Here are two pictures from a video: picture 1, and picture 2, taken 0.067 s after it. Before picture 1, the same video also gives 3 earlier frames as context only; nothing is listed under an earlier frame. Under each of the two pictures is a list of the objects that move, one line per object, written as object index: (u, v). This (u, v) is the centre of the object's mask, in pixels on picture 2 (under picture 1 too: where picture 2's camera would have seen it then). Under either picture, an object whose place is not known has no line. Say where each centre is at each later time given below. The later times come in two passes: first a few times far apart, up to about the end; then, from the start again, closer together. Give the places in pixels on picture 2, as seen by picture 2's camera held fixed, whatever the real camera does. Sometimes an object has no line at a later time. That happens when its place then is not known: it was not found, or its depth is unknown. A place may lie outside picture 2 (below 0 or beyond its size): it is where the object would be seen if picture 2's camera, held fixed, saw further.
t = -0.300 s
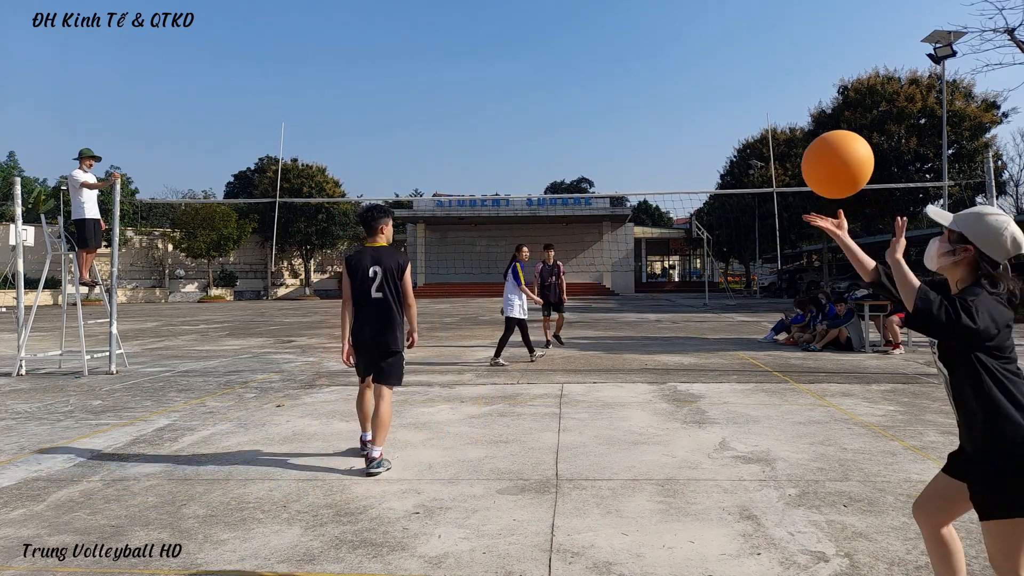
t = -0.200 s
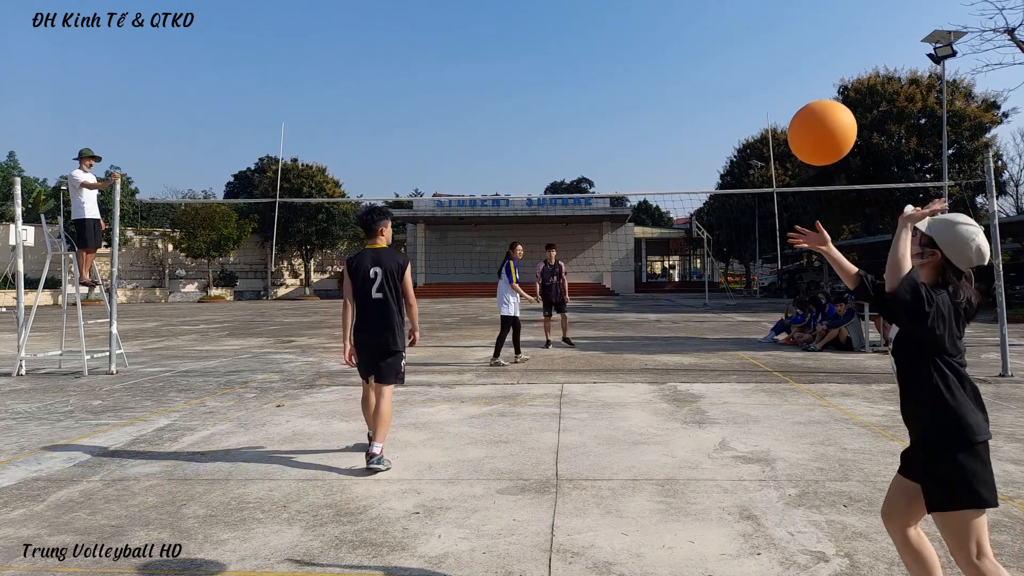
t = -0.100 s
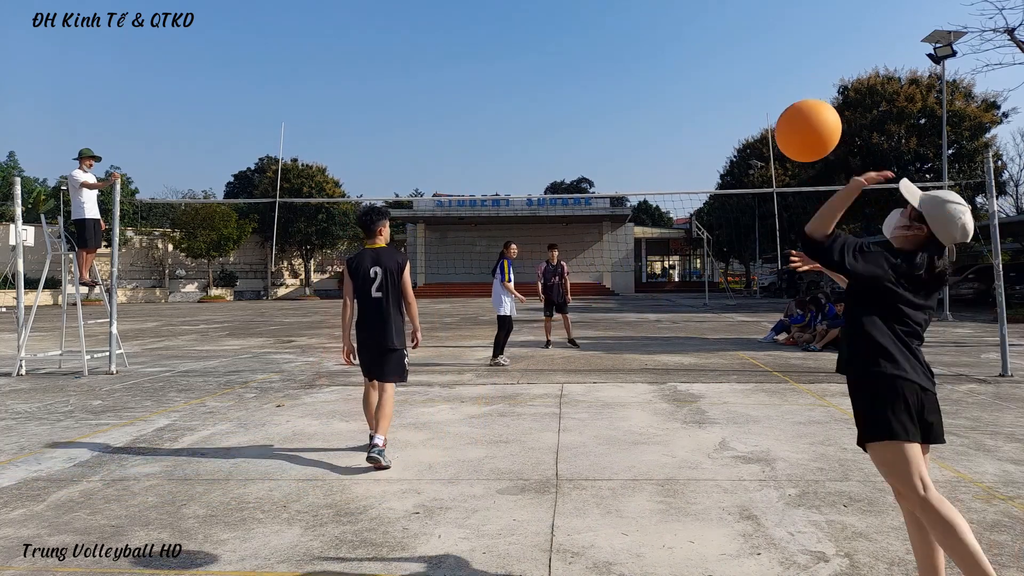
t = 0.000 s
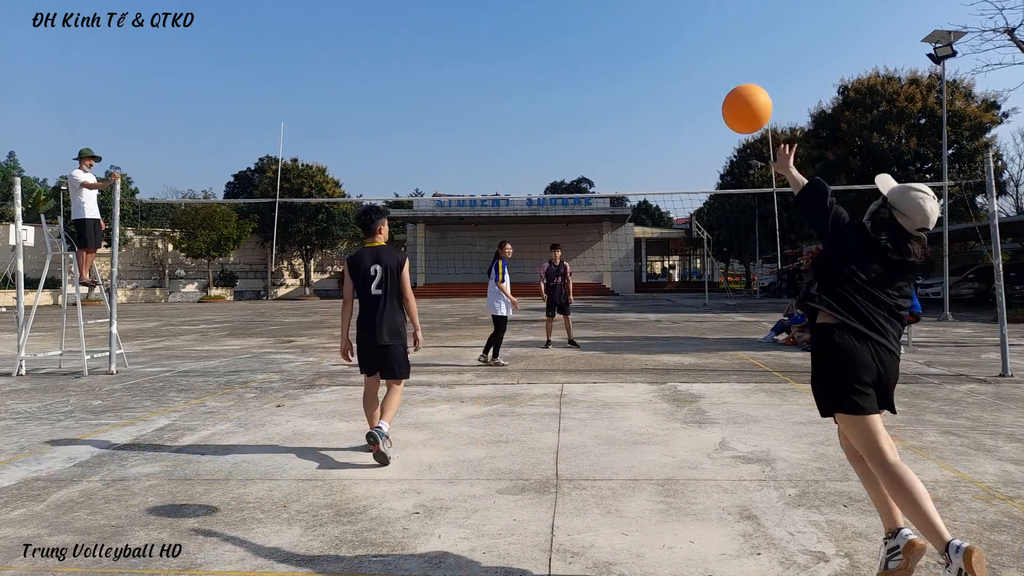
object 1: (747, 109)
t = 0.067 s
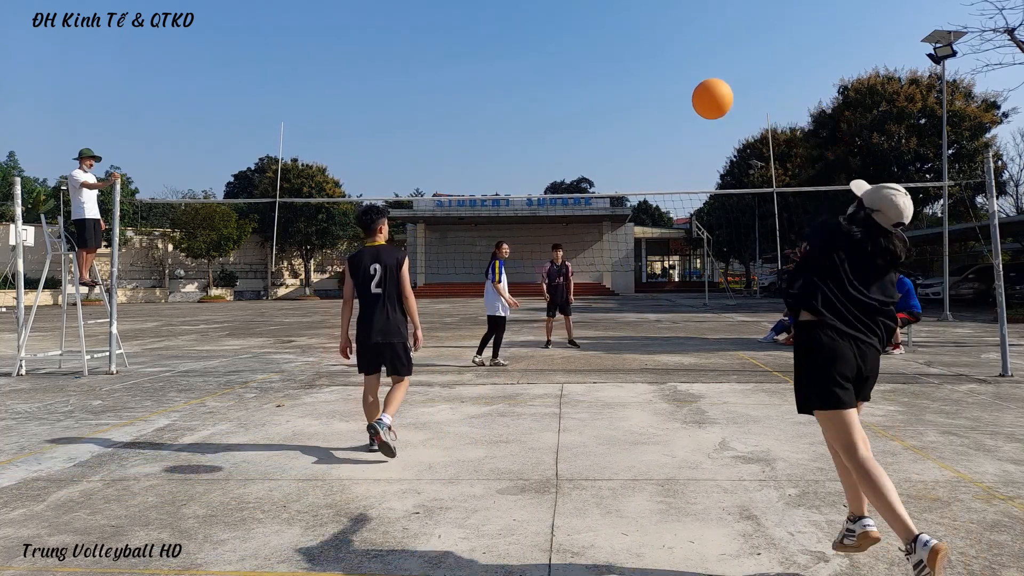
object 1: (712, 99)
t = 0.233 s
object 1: (659, 102)
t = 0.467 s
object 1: (616, 148)
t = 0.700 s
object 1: (594, 211)
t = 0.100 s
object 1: (699, 97)
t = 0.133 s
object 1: (688, 96)
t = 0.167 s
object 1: (677, 97)
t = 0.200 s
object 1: (667, 99)
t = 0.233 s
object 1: (659, 102)
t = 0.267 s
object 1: (651, 107)
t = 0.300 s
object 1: (644, 112)
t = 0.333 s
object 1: (637, 118)
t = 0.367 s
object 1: (631, 125)
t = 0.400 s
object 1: (625, 132)
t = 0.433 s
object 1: (620, 140)
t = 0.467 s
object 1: (616, 148)
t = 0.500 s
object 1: (612, 156)
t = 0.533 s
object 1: (608, 165)
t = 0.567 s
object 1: (605, 174)
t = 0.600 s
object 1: (602, 183)
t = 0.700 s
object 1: (594, 211)
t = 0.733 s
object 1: (591, 221)
